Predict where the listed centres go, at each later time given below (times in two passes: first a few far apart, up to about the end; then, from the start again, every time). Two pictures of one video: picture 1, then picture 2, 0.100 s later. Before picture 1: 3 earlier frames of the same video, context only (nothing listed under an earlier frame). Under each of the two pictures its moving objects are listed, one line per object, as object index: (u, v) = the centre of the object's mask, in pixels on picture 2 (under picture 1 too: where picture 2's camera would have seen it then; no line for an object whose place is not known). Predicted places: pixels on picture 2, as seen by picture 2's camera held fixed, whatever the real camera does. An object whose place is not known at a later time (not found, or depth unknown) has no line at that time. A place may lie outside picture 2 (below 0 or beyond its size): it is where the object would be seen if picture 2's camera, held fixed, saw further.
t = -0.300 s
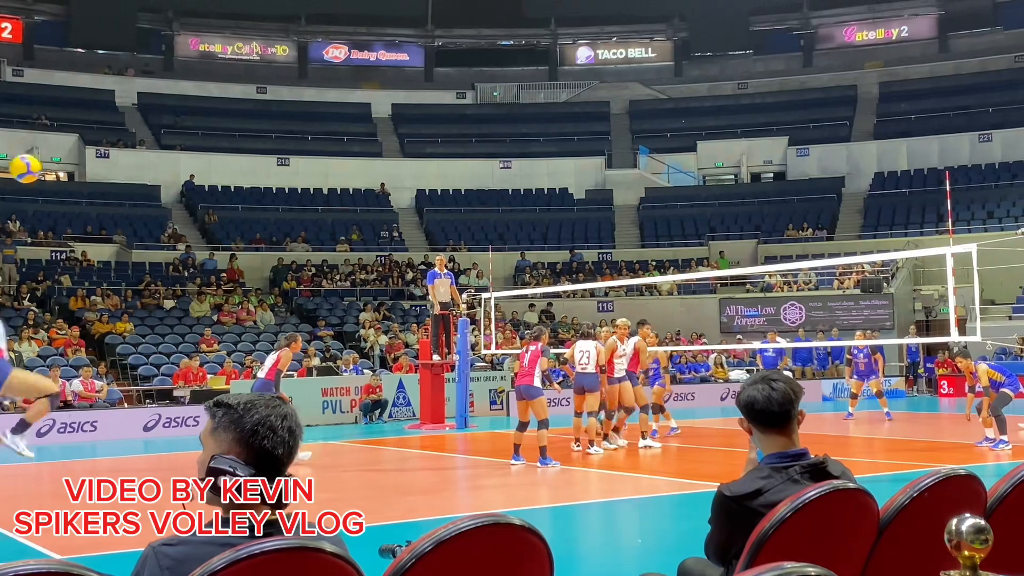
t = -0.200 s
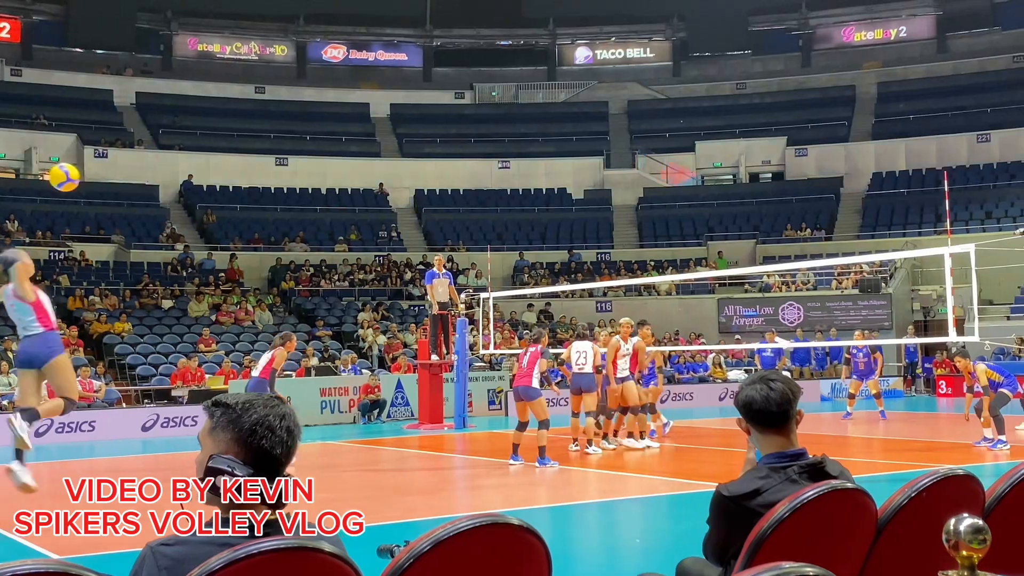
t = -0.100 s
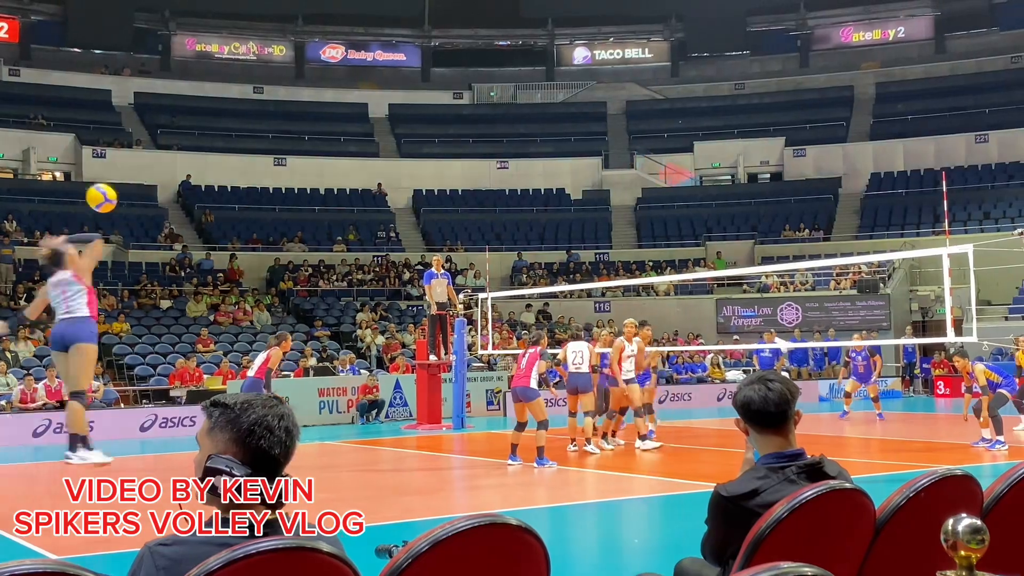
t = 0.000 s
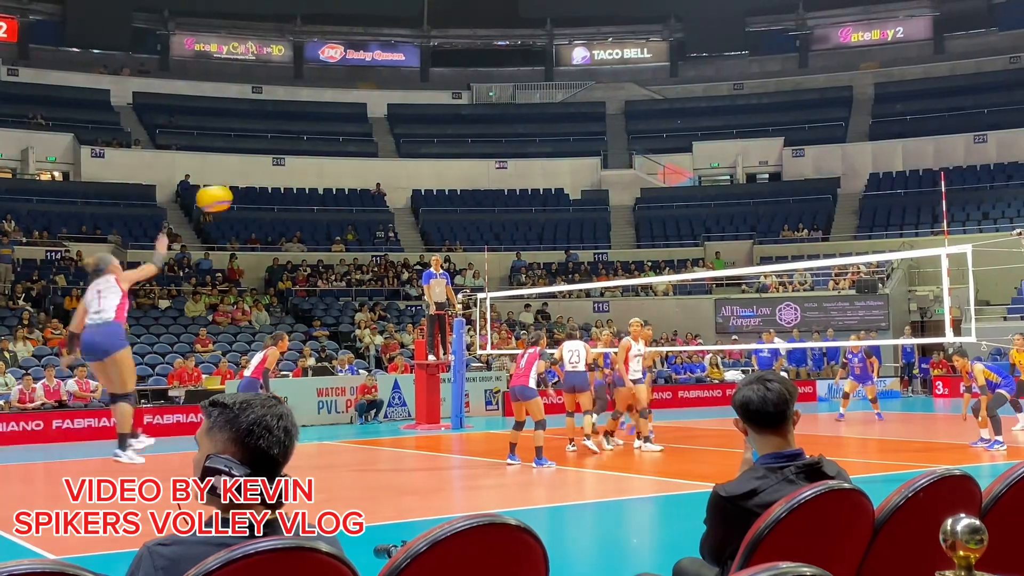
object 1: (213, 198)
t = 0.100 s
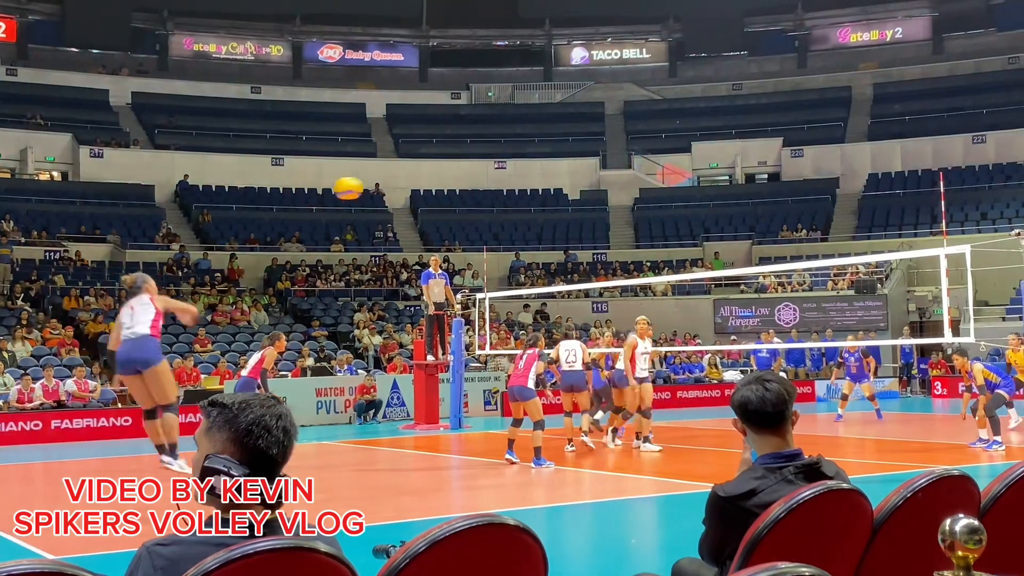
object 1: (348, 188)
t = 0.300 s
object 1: (542, 193)
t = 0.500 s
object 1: (675, 216)
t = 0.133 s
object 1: (386, 187)
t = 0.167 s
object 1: (422, 187)
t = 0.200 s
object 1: (456, 187)
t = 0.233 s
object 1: (486, 188)
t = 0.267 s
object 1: (516, 190)
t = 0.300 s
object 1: (542, 193)
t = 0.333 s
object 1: (567, 195)
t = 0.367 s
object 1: (591, 199)
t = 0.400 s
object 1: (614, 203)
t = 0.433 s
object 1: (635, 207)
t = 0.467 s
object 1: (656, 211)
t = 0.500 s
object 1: (675, 216)
